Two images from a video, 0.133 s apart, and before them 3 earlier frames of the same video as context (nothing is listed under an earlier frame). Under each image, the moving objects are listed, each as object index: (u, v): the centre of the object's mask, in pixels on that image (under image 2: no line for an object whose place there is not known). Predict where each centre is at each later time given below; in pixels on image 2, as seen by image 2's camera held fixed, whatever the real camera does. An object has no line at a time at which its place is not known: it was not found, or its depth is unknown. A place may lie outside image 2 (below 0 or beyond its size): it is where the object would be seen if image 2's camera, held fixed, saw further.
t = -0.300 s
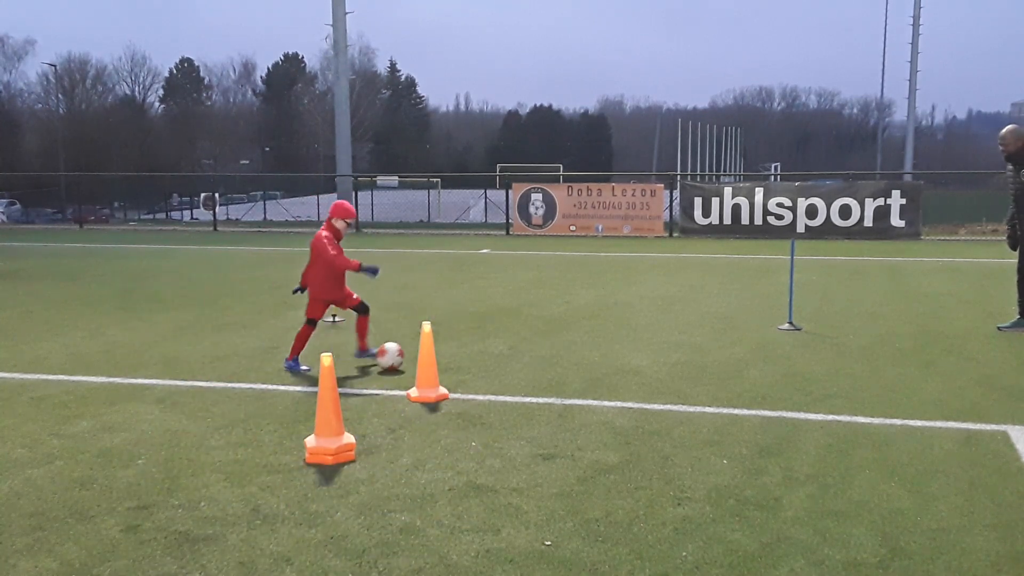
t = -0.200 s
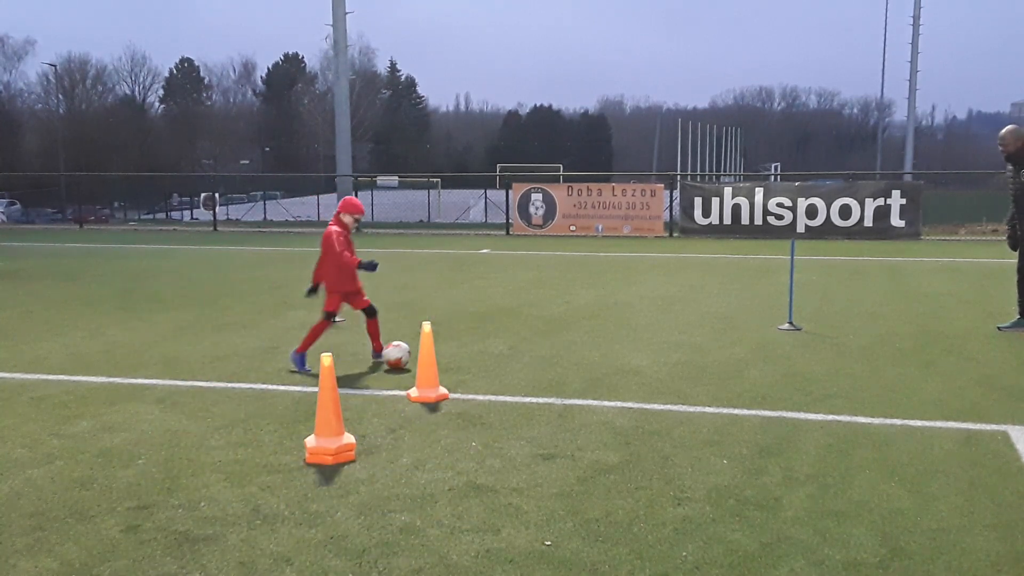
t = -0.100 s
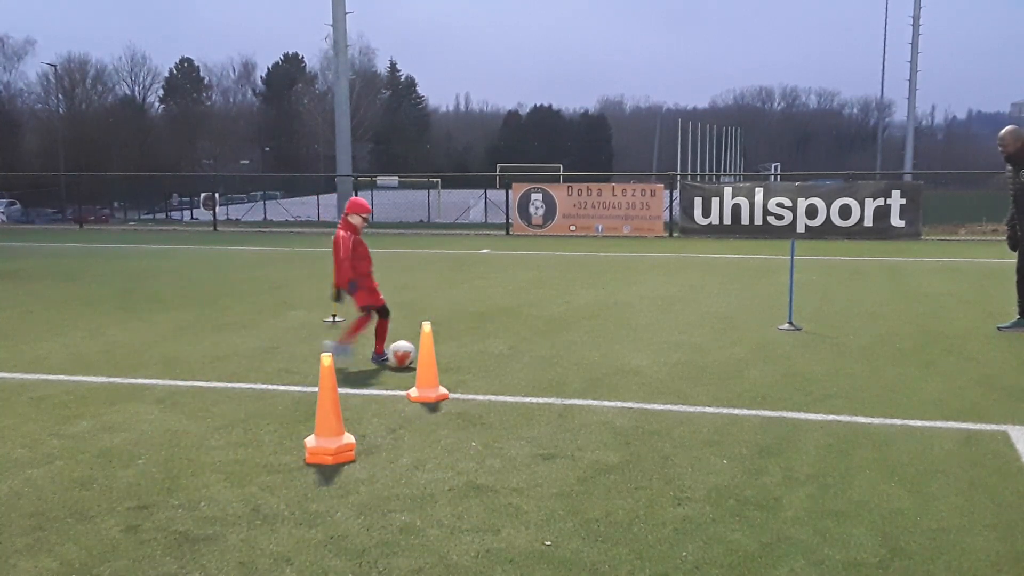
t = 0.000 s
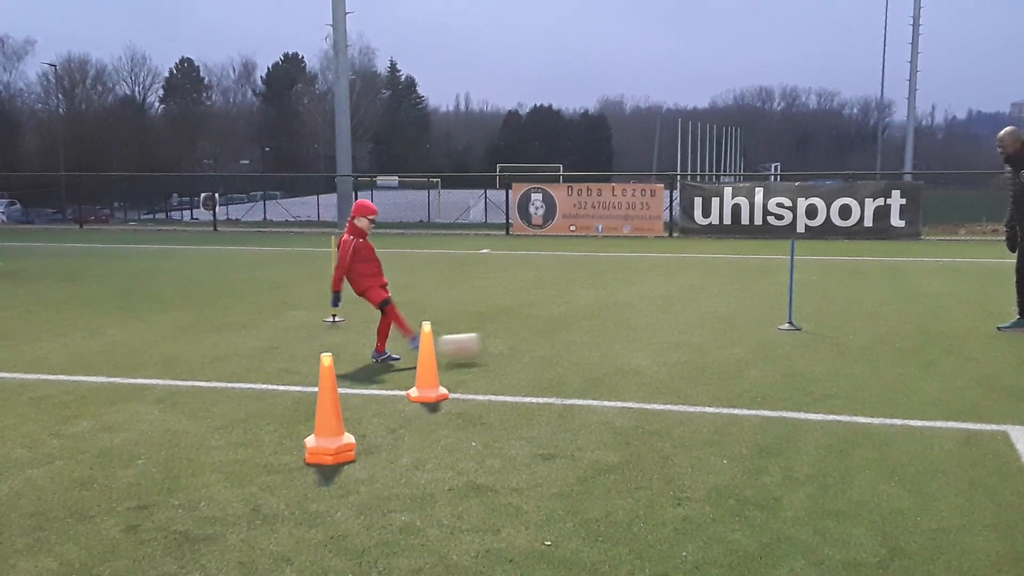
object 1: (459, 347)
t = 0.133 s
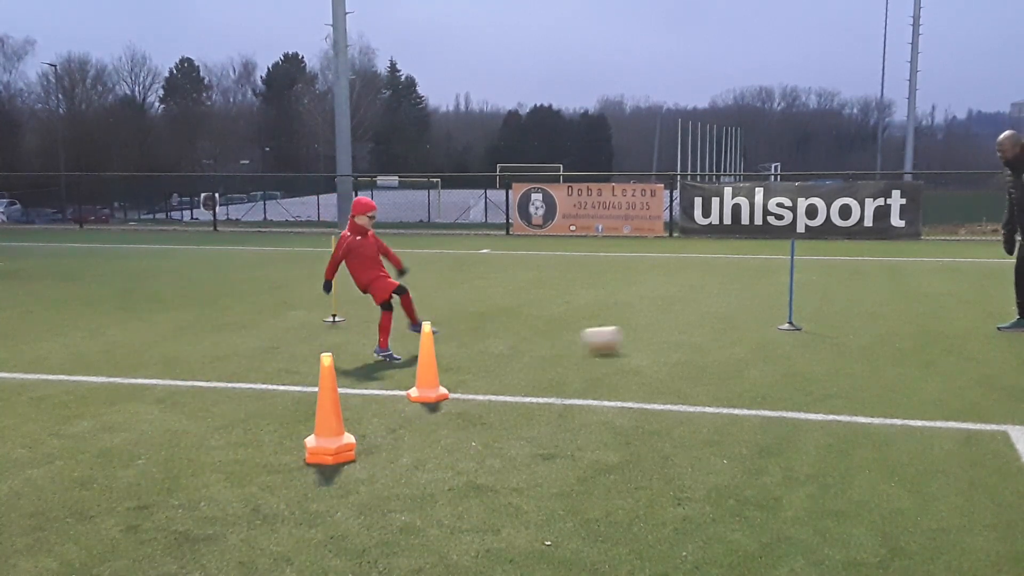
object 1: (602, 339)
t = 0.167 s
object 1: (635, 338)
